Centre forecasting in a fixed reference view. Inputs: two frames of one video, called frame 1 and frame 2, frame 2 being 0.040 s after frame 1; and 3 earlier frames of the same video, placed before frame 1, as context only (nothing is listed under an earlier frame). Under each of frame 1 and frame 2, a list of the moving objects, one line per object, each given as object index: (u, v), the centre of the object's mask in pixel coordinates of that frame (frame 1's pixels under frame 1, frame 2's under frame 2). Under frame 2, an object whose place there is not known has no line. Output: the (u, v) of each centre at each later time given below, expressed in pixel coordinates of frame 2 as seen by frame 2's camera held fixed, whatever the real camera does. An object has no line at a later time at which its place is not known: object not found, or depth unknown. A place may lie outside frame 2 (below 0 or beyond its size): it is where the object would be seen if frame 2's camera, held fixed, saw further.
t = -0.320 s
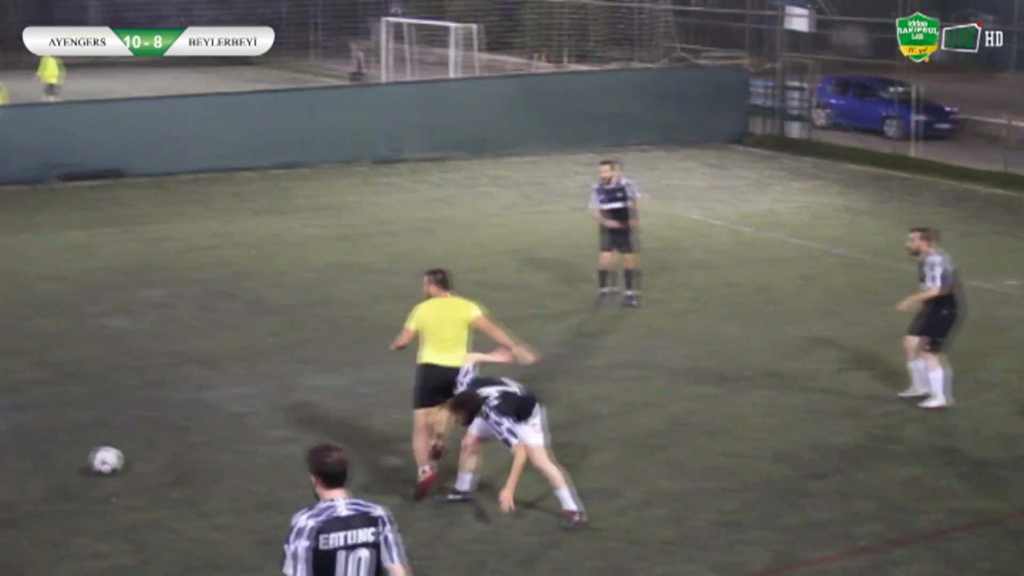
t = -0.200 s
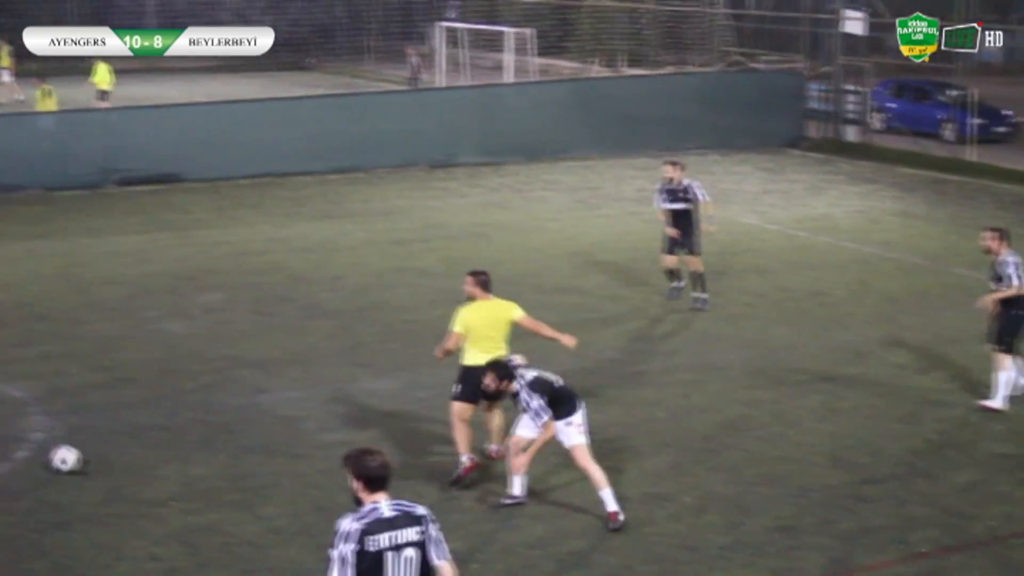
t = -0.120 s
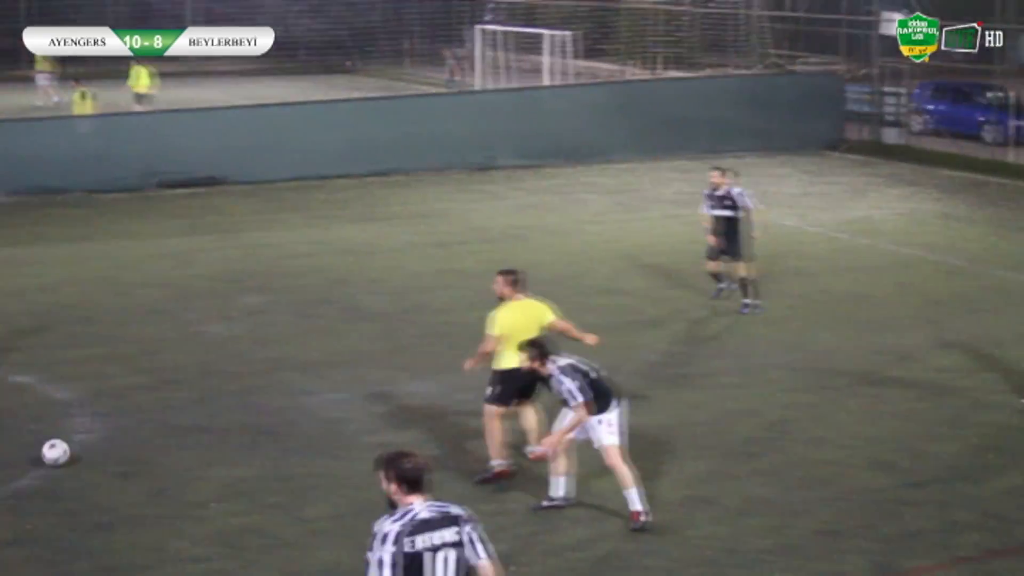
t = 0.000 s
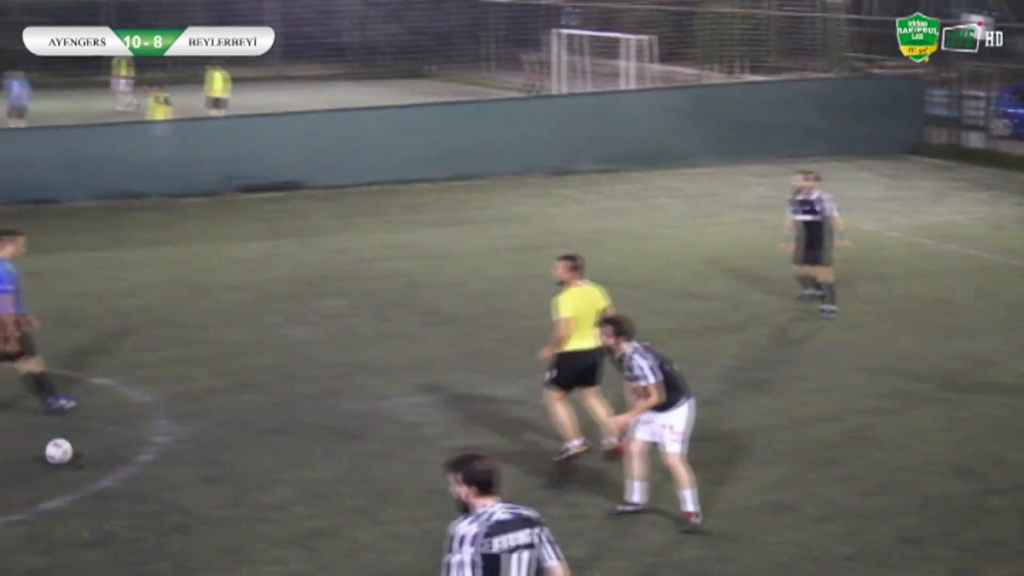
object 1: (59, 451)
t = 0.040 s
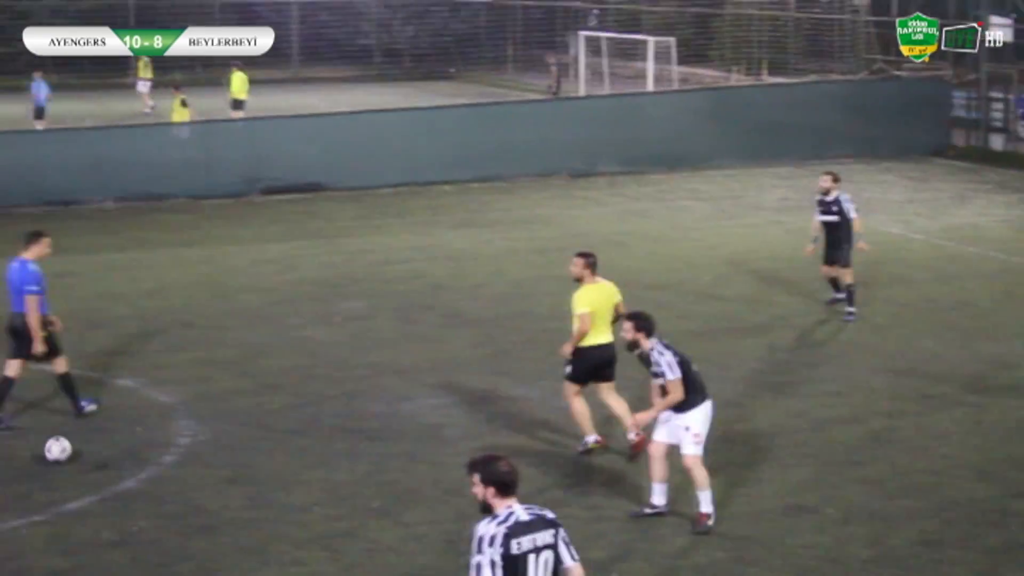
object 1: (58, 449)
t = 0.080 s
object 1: (35, 449)
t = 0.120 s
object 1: (9, 450)
